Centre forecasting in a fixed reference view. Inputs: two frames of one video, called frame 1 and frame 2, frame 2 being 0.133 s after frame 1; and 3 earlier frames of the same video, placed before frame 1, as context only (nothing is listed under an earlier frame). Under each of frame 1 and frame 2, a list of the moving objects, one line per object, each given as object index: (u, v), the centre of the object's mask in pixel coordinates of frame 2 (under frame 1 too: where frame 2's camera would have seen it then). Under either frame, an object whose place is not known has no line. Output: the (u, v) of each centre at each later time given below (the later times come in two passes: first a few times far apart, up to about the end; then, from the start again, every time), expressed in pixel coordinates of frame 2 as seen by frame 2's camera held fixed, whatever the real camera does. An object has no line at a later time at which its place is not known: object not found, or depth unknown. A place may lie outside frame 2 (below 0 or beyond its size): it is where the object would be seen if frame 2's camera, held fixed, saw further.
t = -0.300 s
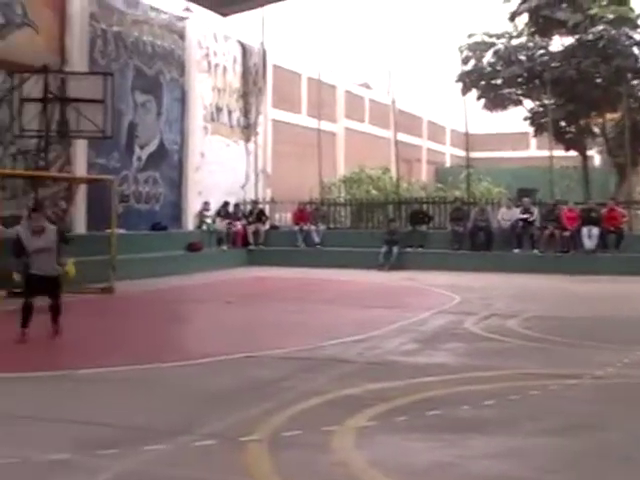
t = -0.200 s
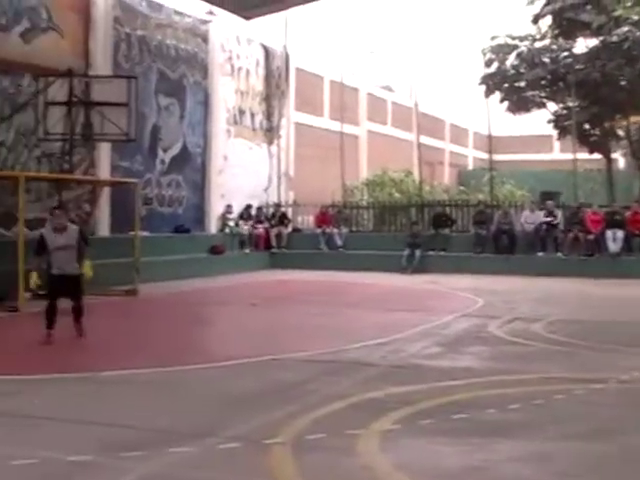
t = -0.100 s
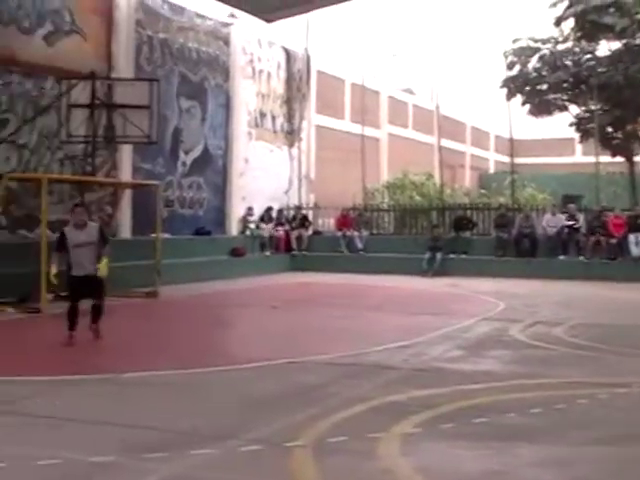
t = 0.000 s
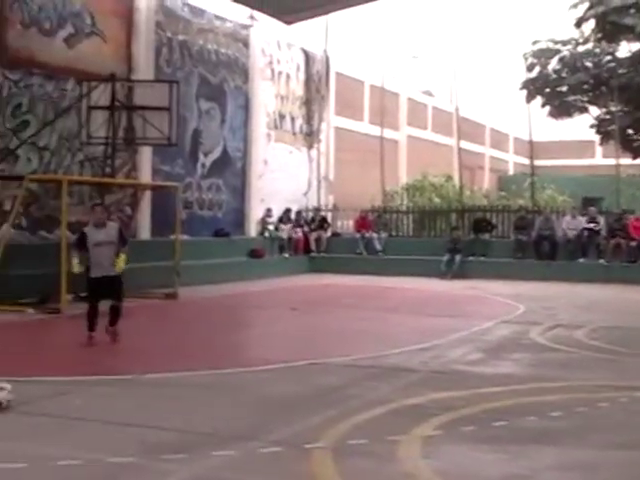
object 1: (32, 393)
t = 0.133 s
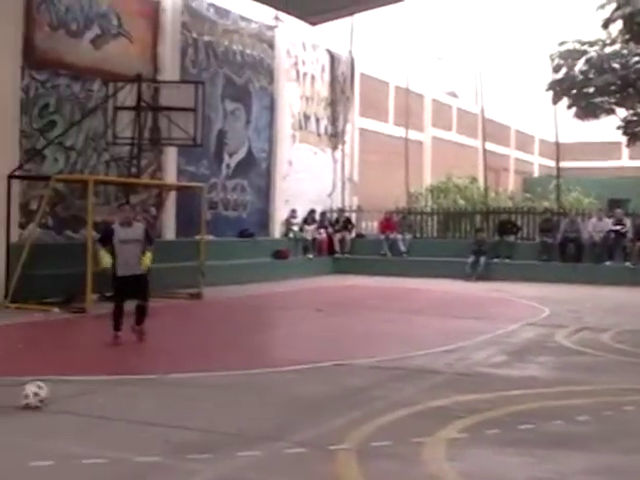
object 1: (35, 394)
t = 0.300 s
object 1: (43, 395)
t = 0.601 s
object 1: (62, 396)
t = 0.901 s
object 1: (78, 399)
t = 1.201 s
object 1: (91, 401)
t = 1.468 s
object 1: (102, 403)
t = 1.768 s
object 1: (112, 404)
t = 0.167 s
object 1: (35, 394)
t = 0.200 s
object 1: (38, 394)
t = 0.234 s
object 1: (41, 394)
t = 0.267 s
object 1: (43, 395)
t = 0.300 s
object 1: (43, 395)
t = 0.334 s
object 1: (46, 396)
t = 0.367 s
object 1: (48, 396)
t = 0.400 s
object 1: (49, 396)
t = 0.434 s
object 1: (50, 396)
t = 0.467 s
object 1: (53, 396)
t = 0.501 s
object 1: (55, 396)
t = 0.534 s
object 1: (56, 396)
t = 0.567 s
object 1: (59, 396)
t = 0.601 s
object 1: (62, 396)
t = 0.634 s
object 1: (64, 397)
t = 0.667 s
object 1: (65, 397)
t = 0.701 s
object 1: (67, 397)
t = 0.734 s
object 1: (69, 397)
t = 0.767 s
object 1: (70, 397)
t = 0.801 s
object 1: (71, 398)
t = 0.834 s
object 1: (73, 398)
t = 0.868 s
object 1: (76, 398)
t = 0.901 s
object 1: (78, 399)
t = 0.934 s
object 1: (79, 398)
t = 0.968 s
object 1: (81, 399)
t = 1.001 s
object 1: (82, 399)
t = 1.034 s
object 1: (84, 400)
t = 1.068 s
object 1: (85, 400)
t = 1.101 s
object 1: (86, 400)
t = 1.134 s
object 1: (88, 401)
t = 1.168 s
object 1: (90, 401)
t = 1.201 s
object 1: (91, 401)
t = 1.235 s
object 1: (92, 401)
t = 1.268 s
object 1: (94, 402)
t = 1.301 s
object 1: (96, 402)
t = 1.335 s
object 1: (97, 402)
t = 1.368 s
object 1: (99, 402)
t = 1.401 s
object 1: (101, 402)
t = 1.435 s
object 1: (101, 402)
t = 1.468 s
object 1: (102, 403)
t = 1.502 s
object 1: (104, 402)
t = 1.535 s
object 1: (104, 403)
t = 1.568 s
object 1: (106, 404)
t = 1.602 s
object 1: (107, 404)
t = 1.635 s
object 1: (109, 404)
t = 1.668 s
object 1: (108, 405)
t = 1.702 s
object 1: (109, 404)
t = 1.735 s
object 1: (109, 404)
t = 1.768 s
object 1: (112, 404)
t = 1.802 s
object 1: (112, 404)
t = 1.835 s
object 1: (114, 405)
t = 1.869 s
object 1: (116, 405)
